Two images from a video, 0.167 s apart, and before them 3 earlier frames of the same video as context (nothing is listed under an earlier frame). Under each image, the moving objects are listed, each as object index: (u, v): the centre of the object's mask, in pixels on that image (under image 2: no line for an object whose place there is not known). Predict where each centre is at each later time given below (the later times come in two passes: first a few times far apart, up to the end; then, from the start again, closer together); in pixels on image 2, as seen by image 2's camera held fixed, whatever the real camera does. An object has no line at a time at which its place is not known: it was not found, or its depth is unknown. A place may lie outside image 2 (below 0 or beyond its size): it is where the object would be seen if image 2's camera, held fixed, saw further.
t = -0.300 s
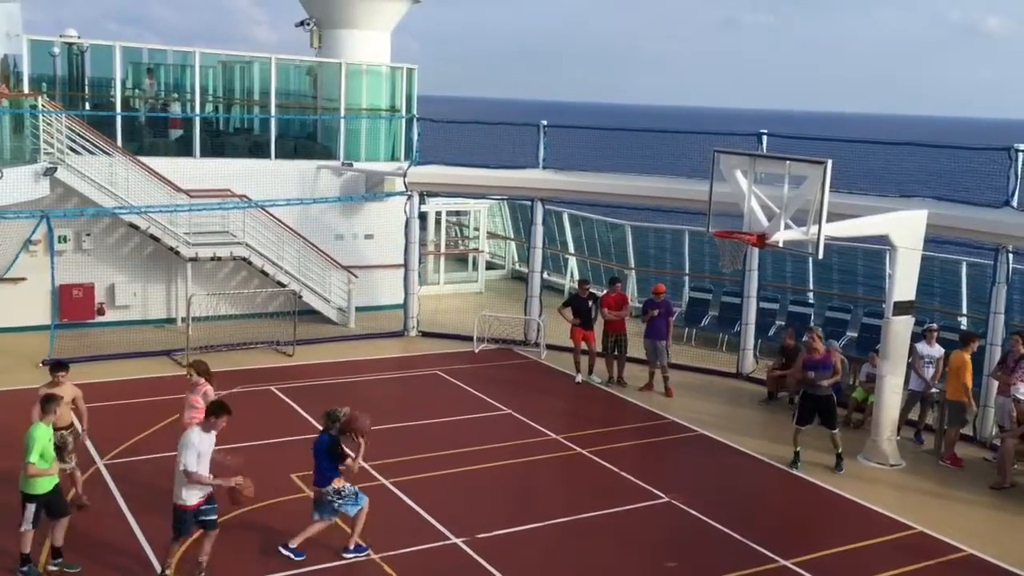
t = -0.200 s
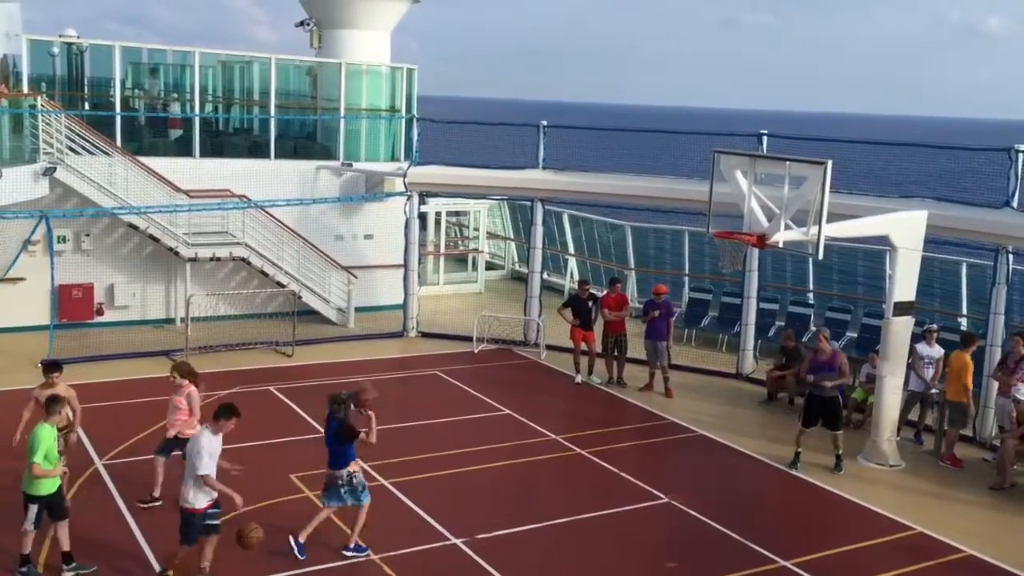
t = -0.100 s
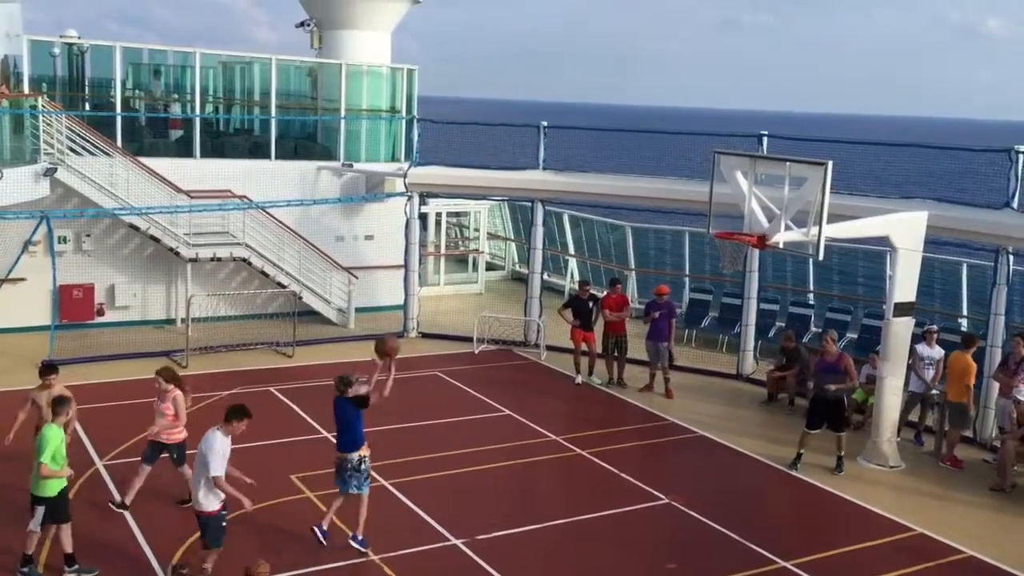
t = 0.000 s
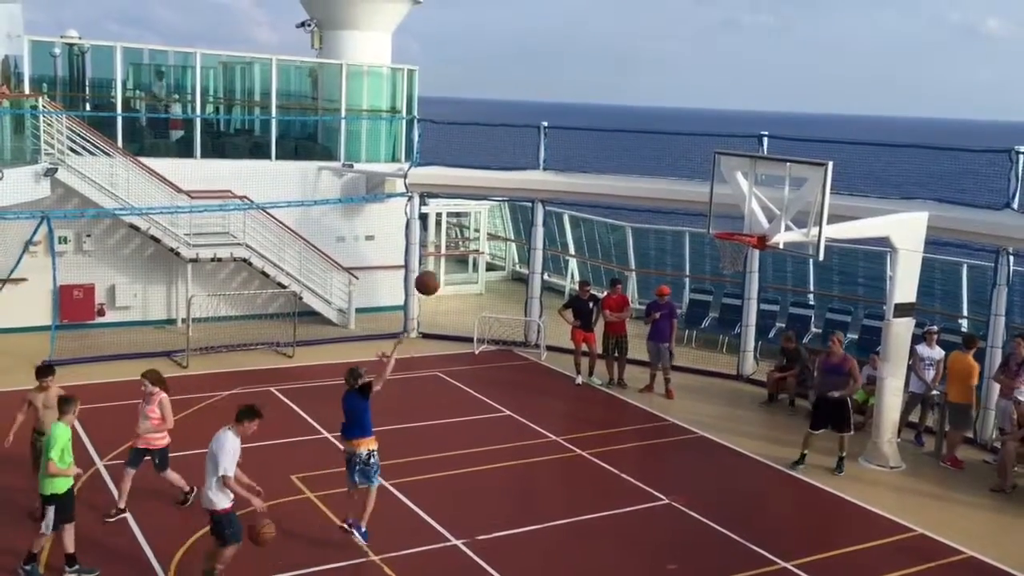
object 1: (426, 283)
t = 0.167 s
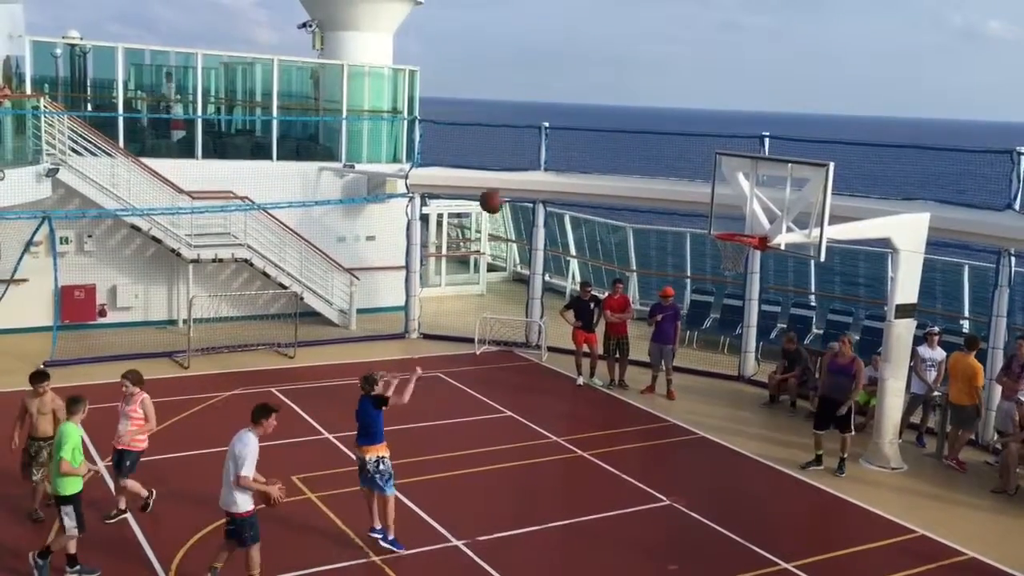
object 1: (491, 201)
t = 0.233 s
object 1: (515, 177)
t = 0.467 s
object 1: (591, 128)
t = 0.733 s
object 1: (664, 136)
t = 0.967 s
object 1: (717, 192)
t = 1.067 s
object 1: (737, 228)
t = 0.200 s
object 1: (503, 188)
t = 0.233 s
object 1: (515, 177)
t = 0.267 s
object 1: (526, 167)
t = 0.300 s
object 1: (538, 157)
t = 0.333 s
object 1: (549, 150)
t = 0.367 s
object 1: (561, 141)
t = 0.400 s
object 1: (571, 137)
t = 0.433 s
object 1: (581, 132)
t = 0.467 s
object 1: (591, 128)
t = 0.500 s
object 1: (601, 125)
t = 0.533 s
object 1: (611, 124)
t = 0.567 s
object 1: (622, 124)
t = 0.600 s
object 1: (630, 125)
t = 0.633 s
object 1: (639, 125)
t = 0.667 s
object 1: (647, 127)
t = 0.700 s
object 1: (655, 131)
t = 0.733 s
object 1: (664, 136)
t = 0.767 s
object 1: (673, 140)
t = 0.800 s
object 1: (681, 147)
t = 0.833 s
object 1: (688, 155)
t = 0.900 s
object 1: (702, 171)
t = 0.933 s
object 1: (709, 182)
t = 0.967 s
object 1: (717, 192)
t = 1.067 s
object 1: (737, 228)
